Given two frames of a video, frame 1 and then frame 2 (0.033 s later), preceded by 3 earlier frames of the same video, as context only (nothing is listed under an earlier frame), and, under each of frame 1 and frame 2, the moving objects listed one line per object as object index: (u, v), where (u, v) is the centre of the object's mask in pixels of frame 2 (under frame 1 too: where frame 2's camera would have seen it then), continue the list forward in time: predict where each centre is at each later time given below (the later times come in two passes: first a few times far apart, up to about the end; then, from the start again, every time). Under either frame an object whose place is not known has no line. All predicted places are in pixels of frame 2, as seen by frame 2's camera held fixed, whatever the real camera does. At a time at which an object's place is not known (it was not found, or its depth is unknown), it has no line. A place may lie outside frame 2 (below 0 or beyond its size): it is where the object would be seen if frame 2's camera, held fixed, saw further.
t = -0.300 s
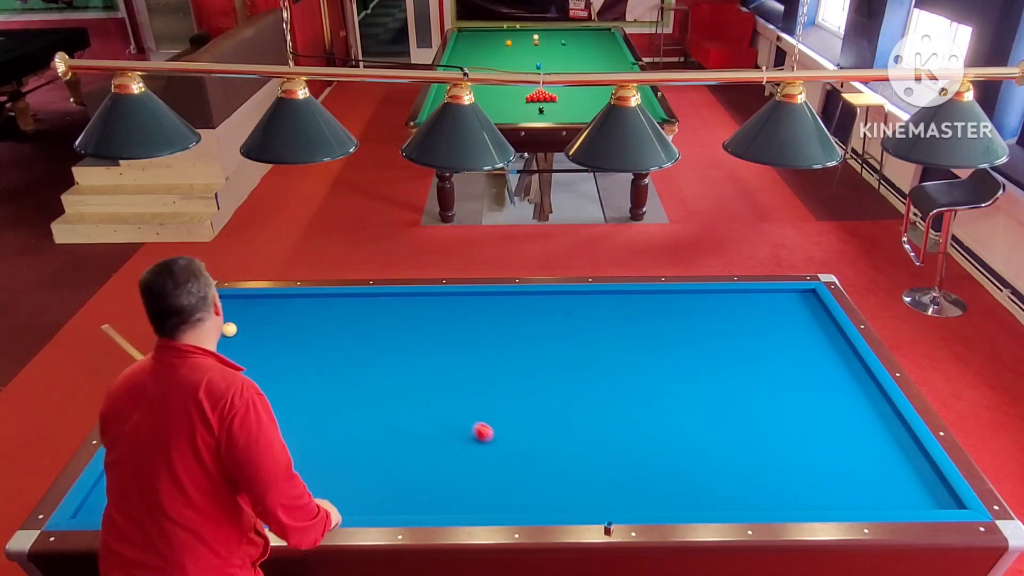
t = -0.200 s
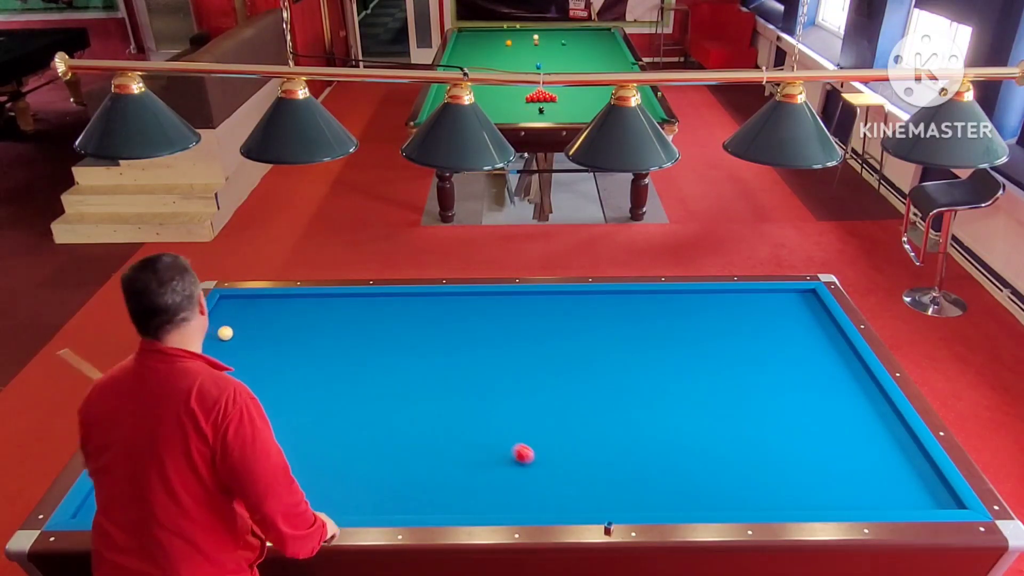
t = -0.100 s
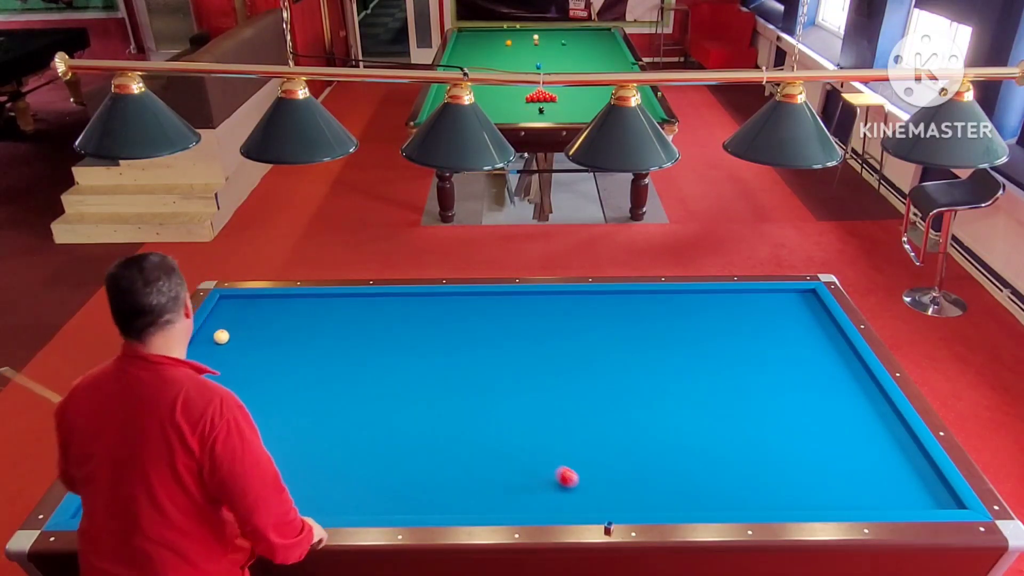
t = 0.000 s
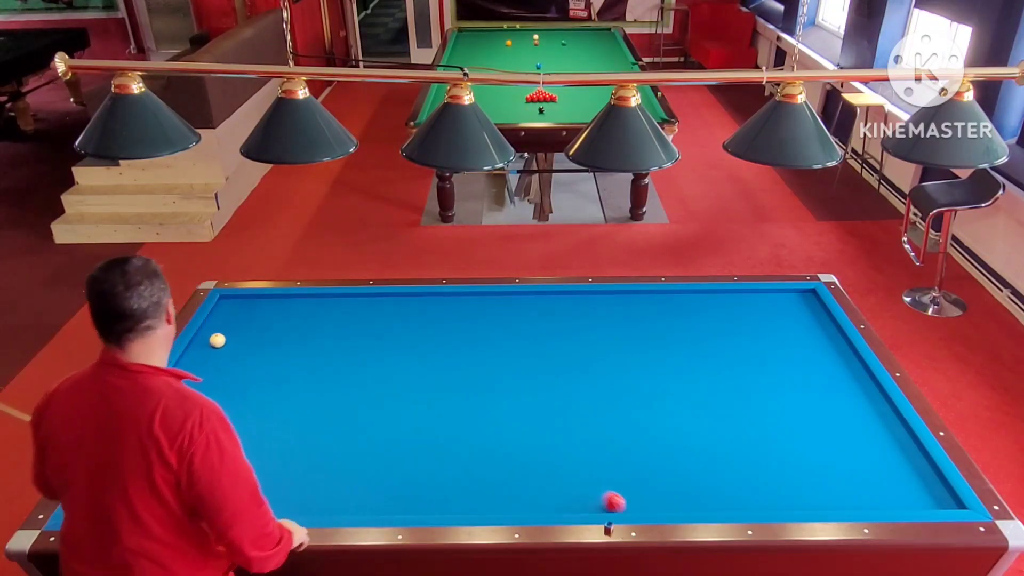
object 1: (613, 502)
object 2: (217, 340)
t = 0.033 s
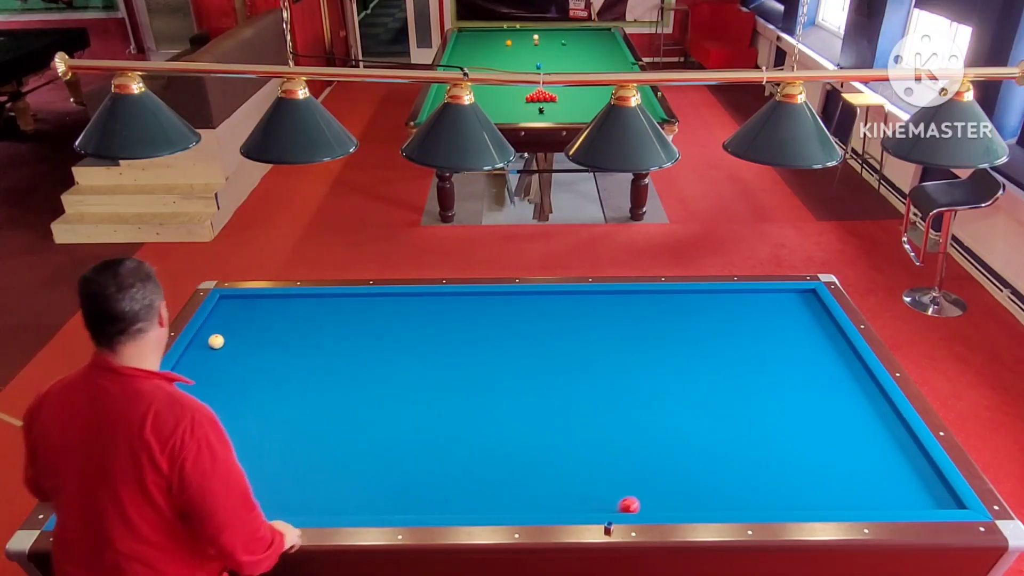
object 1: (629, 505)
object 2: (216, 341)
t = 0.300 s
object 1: (709, 462)
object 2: (206, 351)
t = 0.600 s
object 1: (792, 427)
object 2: (194, 362)
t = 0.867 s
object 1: (858, 399)
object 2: (183, 371)
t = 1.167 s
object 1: (822, 369)
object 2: (172, 382)
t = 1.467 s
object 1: (762, 342)
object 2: (163, 392)
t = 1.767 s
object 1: (710, 319)
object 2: (160, 400)
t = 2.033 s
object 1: (668, 299)
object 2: (158, 403)
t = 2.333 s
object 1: (633, 303)
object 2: (156, 406)
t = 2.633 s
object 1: (599, 315)
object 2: (155, 407)
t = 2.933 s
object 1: (563, 328)
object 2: (155, 407)
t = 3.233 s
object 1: (527, 341)
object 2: (156, 403)
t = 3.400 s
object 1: (506, 348)
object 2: (155, 407)
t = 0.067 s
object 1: (639, 499)
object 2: (215, 343)
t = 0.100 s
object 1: (649, 492)
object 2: (213, 344)
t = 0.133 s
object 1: (660, 486)
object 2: (212, 345)
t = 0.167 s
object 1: (670, 480)
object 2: (211, 346)
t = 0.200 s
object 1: (679, 475)
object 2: (209, 347)
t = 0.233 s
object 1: (689, 470)
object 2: (208, 348)
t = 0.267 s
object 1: (699, 466)
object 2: (207, 350)
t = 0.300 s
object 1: (709, 462)
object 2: (206, 351)
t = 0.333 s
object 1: (719, 457)
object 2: (204, 352)
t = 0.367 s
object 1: (729, 453)
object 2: (203, 353)
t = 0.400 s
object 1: (738, 449)
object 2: (202, 354)
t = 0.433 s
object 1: (748, 445)
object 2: (200, 355)
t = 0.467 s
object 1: (757, 442)
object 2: (199, 357)
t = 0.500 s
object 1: (765, 438)
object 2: (198, 358)
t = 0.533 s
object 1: (775, 434)
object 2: (196, 359)
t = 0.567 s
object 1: (784, 430)
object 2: (195, 360)
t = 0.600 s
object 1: (792, 427)
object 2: (194, 362)
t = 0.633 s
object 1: (801, 423)
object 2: (193, 363)
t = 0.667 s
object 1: (809, 419)
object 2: (191, 364)
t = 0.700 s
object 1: (818, 416)
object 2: (190, 365)
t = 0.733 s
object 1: (826, 413)
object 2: (189, 366)
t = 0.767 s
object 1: (834, 409)
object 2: (187, 368)
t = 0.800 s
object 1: (842, 406)
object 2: (186, 369)
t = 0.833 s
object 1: (850, 402)
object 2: (185, 370)
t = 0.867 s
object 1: (858, 399)
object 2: (183, 371)
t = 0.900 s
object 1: (866, 396)
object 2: (182, 372)
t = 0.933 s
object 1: (874, 393)
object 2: (181, 373)
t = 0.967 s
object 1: (875, 390)
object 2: (179, 375)
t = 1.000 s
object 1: (864, 386)
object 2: (178, 376)
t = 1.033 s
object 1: (855, 382)
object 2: (177, 377)
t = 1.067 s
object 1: (845, 379)
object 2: (176, 378)
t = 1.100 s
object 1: (837, 376)
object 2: (174, 379)
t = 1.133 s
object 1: (829, 372)
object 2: (173, 380)
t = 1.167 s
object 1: (822, 369)
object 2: (172, 382)
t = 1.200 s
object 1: (815, 366)
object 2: (171, 383)
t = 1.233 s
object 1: (808, 363)
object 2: (169, 384)
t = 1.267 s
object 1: (801, 360)
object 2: (168, 385)
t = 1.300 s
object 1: (794, 357)
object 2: (167, 386)
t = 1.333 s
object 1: (788, 354)
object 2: (165, 387)
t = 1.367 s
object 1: (781, 351)
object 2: (164, 389)
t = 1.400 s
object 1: (775, 348)
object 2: (164, 390)
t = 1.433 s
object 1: (769, 345)
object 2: (164, 391)
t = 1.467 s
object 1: (762, 342)
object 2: (163, 392)
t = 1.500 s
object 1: (756, 339)
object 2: (163, 393)
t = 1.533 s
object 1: (750, 337)
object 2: (162, 394)
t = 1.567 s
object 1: (744, 334)
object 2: (162, 395)
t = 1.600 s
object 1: (738, 331)
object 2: (162, 396)
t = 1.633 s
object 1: (732, 329)
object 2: (161, 396)
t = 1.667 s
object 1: (727, 326)
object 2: (161, 397)
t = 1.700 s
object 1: (721, 323)
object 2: (160, 398)
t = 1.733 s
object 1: (715, 321)
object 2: (160, 399)
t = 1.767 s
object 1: (710, 319)
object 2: (160, 400)
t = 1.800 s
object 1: (704, 316)
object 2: (160, 401)
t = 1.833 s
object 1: (699, 313)
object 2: (159, 401)
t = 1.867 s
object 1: (694, 311)
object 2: (159, 402)
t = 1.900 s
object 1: (689, 309)
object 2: (159, 402)
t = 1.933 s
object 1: (683, 306)
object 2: (159, 403)
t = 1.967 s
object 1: (678, 304)
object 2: (158, 403)
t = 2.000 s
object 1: (673, 302)
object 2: (158, 403)
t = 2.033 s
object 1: (668, 299)
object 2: (158, 403)
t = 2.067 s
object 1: (663, 297)
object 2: (158, 404)
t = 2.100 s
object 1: (659, 295)
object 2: (158, 404)
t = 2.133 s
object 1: (654, 294)
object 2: (157, 404)
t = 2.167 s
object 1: (651, 296)
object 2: (157, 404)
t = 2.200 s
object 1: (647, 297)
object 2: (157, 405)
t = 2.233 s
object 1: (644, 299)
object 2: (157, 405)
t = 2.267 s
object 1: (640, 300)
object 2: (157, 405)
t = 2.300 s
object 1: (636, 301)
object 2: (157, 405)
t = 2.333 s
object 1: (633, 303)
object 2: (156, 406)
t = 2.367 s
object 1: (629, 304)
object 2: (156, 406)
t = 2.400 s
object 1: (625, 305)
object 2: (156, 406)
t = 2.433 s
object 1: (621, 306)
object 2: (156, 406)
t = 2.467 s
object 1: (618, 308)
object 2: (156, 406)
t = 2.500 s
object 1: (614, 309)
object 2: (156, 406)
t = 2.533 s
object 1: (610, 311)
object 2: (156, 407)
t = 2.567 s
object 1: (606, 312)
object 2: (156, 407)
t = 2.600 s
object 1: (602, 314)
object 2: (156, 407)
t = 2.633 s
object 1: (599, 315)
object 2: (155, 407)
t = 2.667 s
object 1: (595, 316)
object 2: (155, 407)
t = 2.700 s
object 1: (591, 318)
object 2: (155, 407)
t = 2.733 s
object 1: (587, 319)
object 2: (155, 407)
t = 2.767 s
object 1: (583, 321)
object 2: (155, 407)
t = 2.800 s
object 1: (579, 322)
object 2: (155, 407)
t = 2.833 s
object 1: (575, 323)
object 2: (155, 407)
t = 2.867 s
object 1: (571, 325)
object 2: (155, 407)
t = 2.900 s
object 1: (568, 326)
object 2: (155, 407)
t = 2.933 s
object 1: (563, 328)
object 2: (155, 407)
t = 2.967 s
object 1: (559, 329)
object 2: (155, 407)
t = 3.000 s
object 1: (555, 330)
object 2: (155, 407)
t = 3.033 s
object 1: (551, 332)
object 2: (155, 407)
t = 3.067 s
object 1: (547, 333)
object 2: (156, 407)
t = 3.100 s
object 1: (543, 335)
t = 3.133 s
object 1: (539, 337)
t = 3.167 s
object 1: (535, 338)
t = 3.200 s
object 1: (531, 339)
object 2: (155, 404)
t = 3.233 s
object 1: (527, 341)
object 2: (156, 403)
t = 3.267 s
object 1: (523, 342)
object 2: (156, 401)
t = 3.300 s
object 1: (518, 344)
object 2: (153, 401)
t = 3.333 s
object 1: (515, 345)
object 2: (154, 404)
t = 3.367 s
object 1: (511, 347)
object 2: (155, 407)
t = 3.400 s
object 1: (506, 348)
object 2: (155, 407)
